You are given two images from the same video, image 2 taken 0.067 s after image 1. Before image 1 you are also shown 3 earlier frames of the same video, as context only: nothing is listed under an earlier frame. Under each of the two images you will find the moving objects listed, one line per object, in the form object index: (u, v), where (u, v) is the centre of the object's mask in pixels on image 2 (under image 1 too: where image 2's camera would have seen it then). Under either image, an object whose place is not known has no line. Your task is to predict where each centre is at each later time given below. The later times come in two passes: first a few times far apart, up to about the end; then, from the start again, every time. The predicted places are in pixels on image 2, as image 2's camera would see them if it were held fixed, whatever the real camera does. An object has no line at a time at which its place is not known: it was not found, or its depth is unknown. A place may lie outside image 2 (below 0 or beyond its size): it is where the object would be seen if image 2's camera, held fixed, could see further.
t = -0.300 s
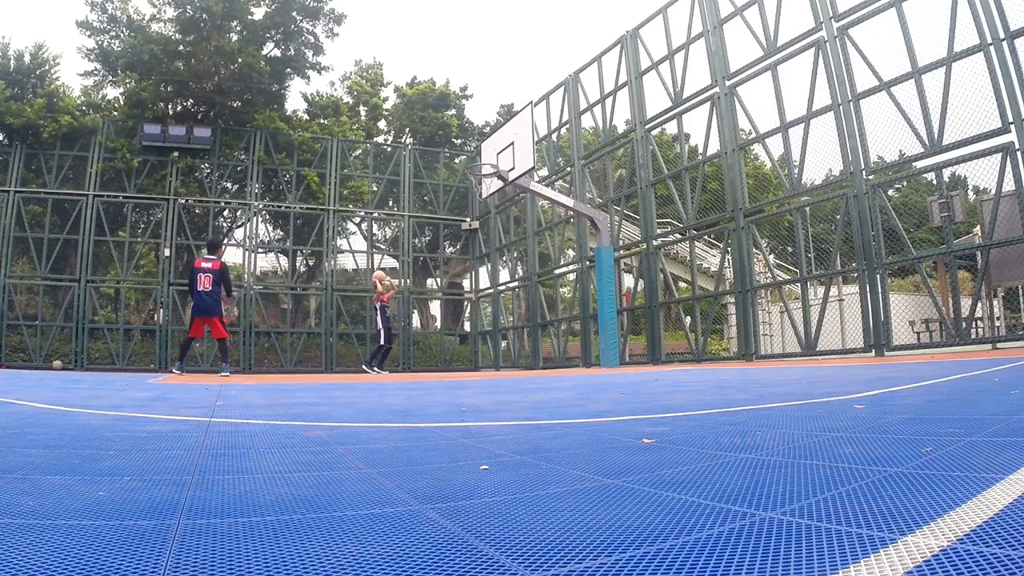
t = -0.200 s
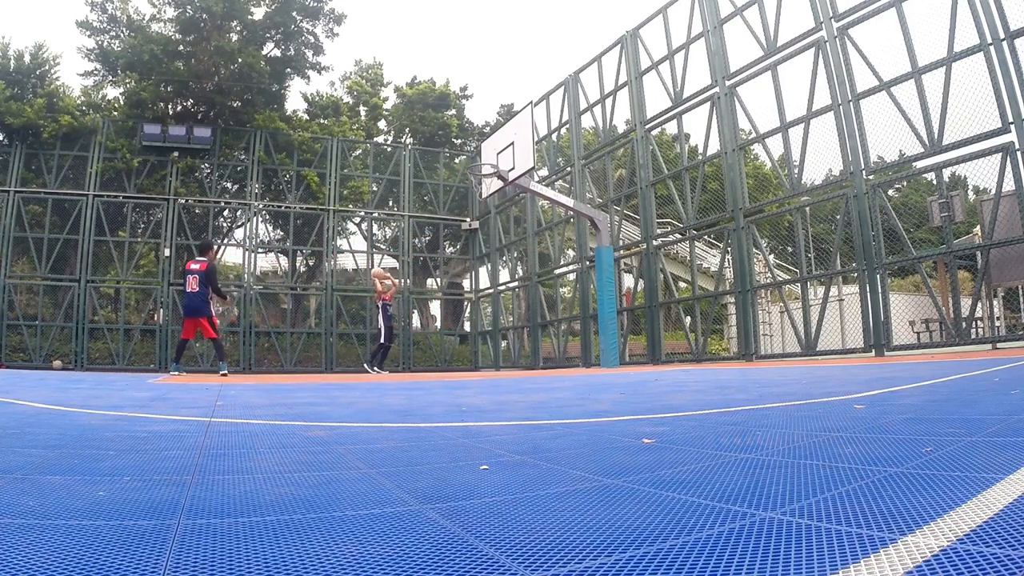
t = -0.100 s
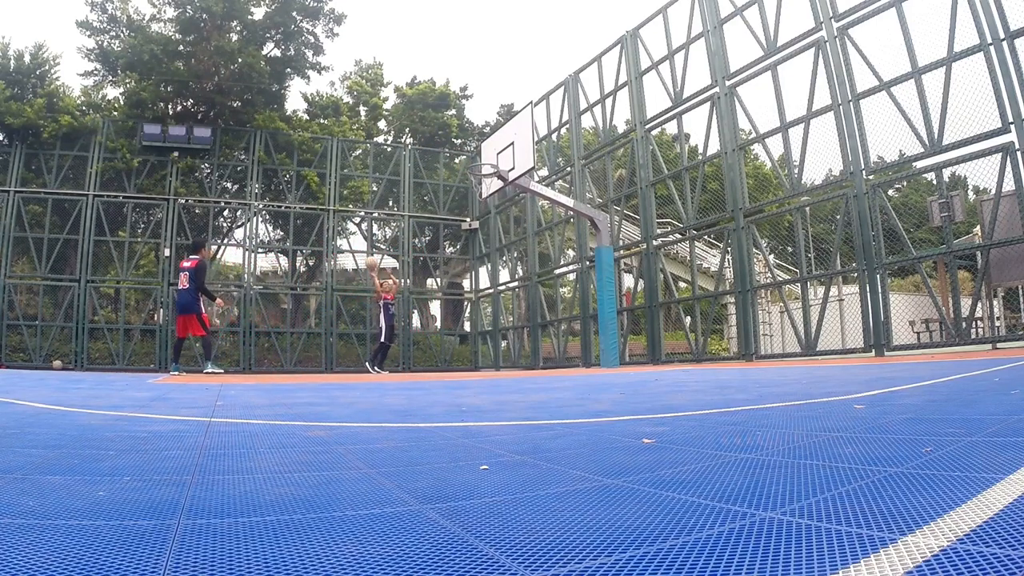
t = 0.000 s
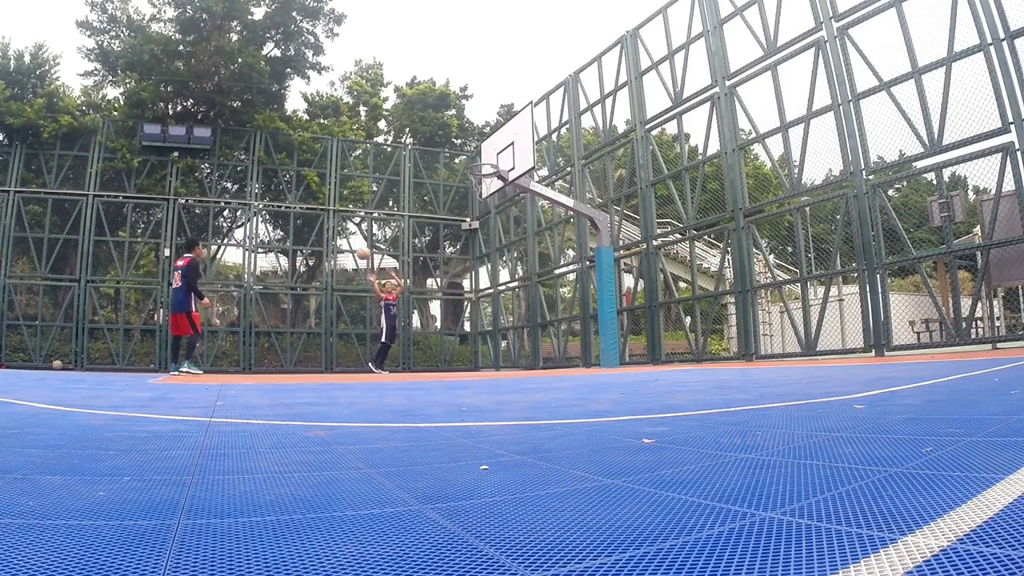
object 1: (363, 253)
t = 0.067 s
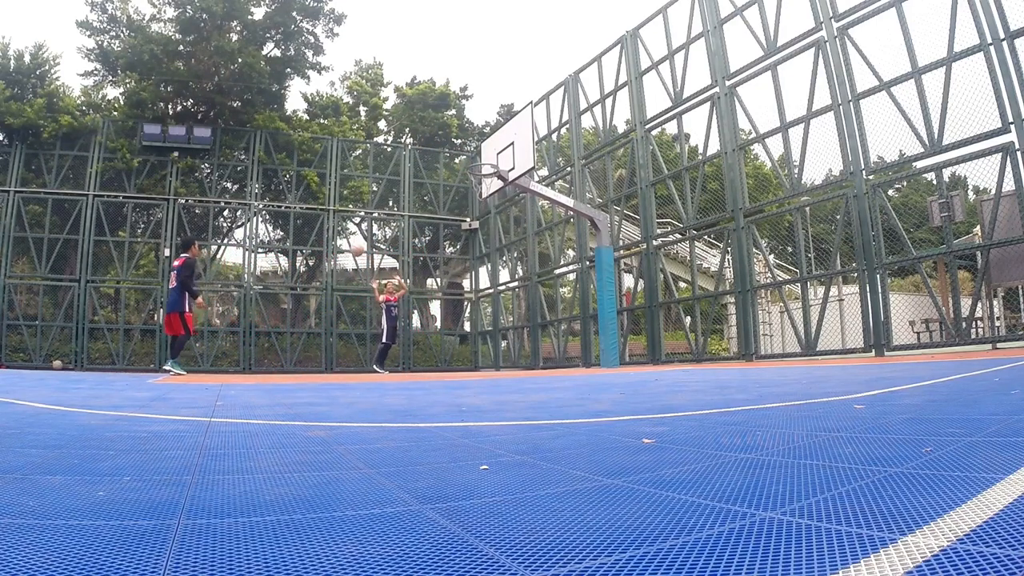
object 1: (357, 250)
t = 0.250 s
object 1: (339, 252)
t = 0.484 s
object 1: (312, 287)
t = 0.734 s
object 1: (280, 363)
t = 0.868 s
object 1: (268, 321)
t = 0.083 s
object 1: (355, 250)
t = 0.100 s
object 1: (353, 249)
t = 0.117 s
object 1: (352, 249)
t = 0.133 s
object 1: (351, 248)
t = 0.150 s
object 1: (348, 248)
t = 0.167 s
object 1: (347, 248)
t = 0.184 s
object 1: (345, 249)
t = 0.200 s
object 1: (344, 249)
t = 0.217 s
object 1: (343, 250)
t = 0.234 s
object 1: (340, 251)
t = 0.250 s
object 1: (339, 252)
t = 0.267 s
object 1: (337, 253)
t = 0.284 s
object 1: (336, 254)
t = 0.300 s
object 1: (333, 256)
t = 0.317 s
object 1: (332, 258)
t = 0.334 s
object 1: (330, 260)
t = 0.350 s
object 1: (328, 262)
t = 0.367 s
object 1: (326, 264)
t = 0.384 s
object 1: (324, 267)
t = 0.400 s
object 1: (322, 269)
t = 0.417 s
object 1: (320, 273)
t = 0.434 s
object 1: (318, 275)
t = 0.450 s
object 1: (316, 279)
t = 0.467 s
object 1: (315, 282)
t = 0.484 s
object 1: (312, 287)
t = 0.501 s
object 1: (310, 291)
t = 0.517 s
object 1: (308, 295)
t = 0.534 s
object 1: (306, 299)
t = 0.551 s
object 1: (304, 305)
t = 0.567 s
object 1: (302, 310)
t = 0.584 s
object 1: (300, 315)
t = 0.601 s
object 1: (297, 321)
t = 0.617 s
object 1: (295, 327)
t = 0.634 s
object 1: (293, 333)
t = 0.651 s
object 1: (290, 339)
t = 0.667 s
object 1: (288, 346)
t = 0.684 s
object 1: (286, 353)
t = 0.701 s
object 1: (283, 360)
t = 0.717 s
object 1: (281, 367)
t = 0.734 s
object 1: (280, 363)
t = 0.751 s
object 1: (278, 357)
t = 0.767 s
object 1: (277, 352)
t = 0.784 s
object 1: (275, 346)
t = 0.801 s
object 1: (274, 341)
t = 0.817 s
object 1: (272, 336)
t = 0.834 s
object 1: (271, 330)
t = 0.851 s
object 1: (270, 326)
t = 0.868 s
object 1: (268, 321)
